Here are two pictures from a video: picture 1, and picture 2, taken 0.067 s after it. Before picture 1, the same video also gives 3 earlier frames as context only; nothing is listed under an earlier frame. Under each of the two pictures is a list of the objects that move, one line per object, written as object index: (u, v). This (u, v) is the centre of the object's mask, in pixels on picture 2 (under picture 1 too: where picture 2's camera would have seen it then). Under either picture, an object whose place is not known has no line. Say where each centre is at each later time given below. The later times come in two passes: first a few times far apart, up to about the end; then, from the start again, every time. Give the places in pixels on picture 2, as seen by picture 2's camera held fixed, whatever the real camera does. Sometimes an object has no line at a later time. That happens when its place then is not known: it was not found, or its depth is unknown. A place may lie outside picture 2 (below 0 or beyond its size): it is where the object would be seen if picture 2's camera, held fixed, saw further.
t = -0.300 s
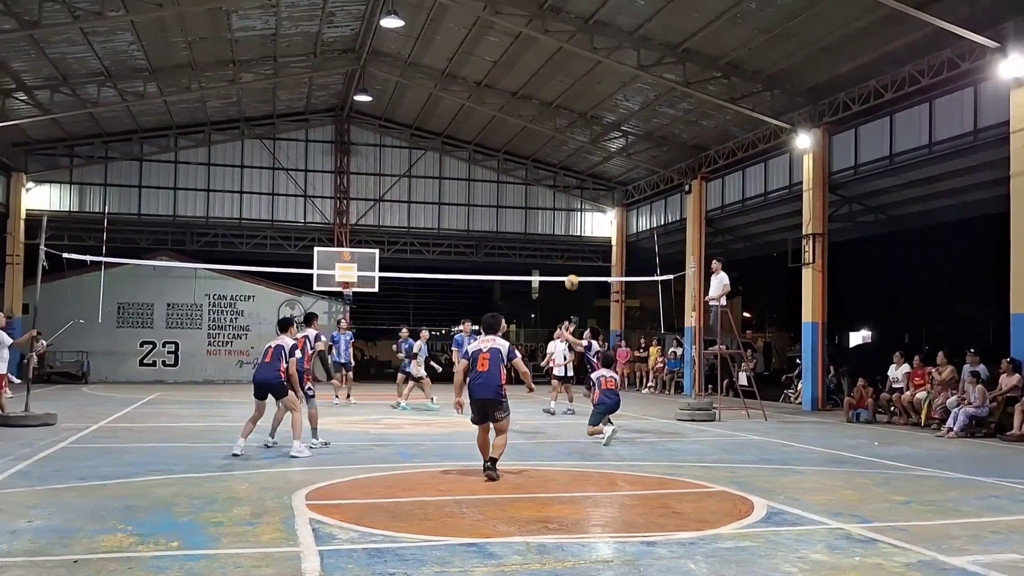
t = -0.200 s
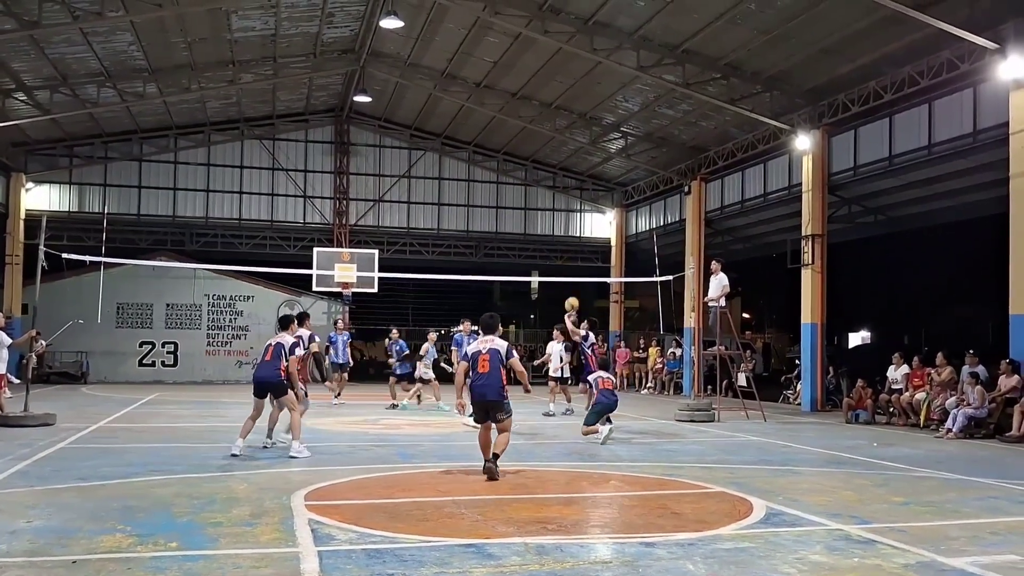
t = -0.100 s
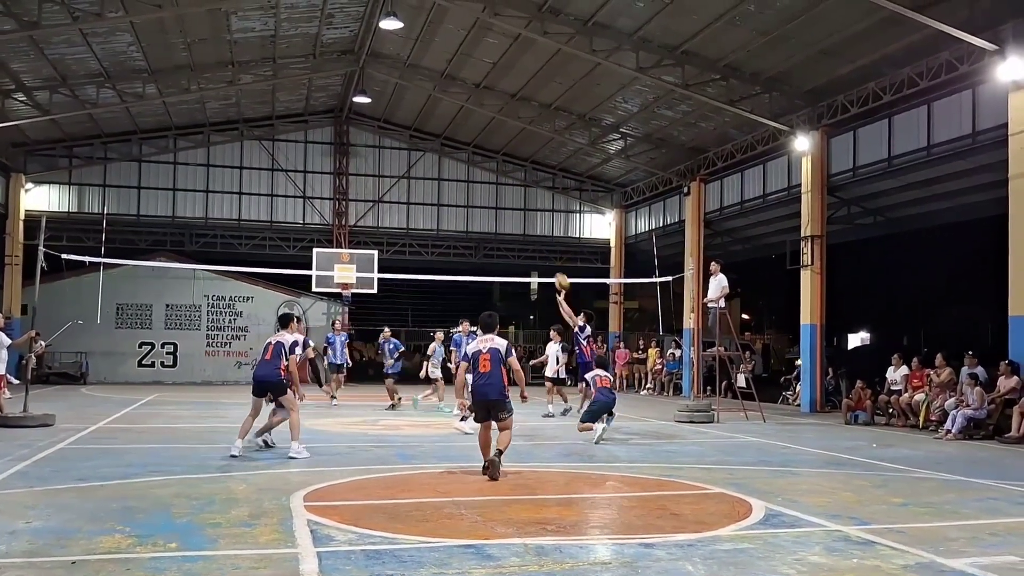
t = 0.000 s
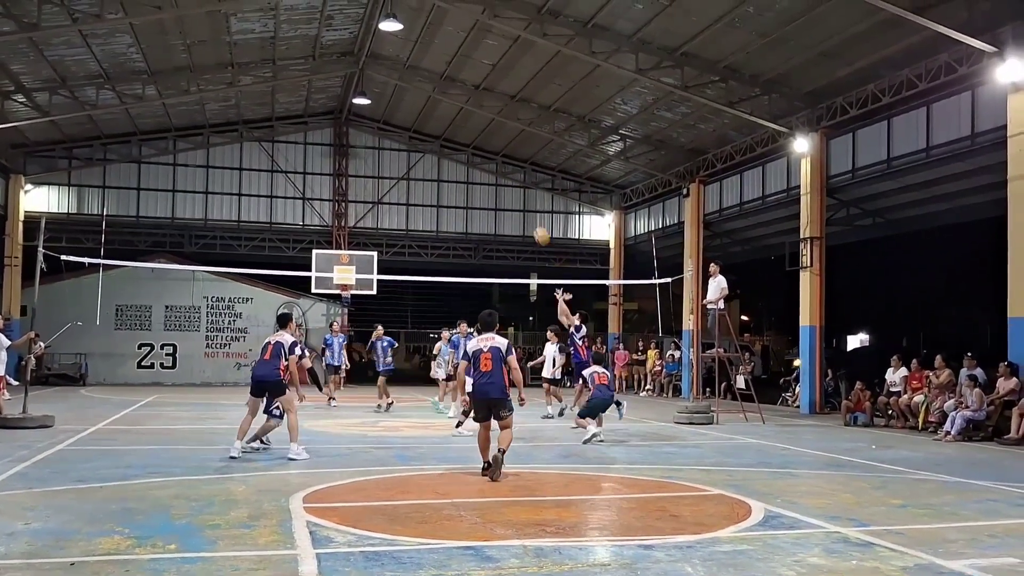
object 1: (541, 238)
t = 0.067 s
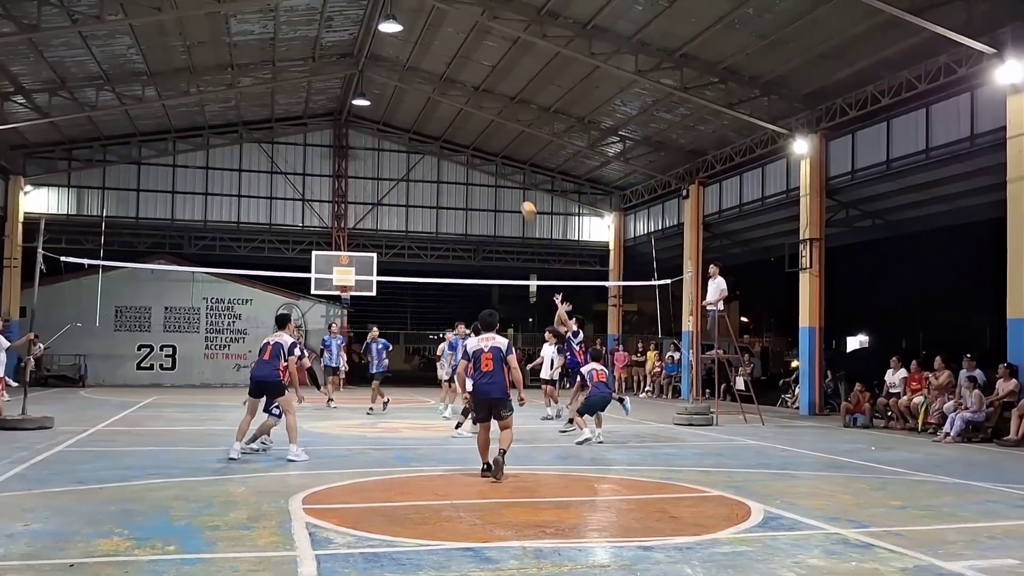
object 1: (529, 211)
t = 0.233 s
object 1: (497, 154)
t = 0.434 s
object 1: (461, 112)
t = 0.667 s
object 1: (418, 96)
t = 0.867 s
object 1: (379, 113)
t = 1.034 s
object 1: (346, 148)
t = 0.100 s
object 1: (522, 197)
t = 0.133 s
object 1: (516, 186)
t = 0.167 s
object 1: (510, 174)
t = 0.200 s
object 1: (504, 164)
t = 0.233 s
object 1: (497, 154)
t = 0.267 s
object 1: (492, 145)
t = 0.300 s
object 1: (485, 137)
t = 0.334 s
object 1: (479, 130)
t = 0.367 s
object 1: (473, 123)
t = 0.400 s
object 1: (467, 117)
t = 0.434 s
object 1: (461, 112)
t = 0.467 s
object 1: (455, 107)
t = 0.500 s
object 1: (449, 104)
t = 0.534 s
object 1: (443, 101)
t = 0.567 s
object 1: (436, 99)
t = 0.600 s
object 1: (430, 97)
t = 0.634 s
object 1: (424, 96)
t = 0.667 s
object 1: (418, 96)
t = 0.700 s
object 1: (411, 97)
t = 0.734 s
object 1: (405, 99)
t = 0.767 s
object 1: (398, 101)
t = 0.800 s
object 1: (392, 104)
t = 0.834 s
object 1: (386, 108)
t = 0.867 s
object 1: (379, 113)
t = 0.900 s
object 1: (372, 118)
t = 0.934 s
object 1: (366, 124)
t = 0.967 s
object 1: (359, 131)
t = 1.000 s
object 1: (353, 139)
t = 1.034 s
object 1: (346, 148)
